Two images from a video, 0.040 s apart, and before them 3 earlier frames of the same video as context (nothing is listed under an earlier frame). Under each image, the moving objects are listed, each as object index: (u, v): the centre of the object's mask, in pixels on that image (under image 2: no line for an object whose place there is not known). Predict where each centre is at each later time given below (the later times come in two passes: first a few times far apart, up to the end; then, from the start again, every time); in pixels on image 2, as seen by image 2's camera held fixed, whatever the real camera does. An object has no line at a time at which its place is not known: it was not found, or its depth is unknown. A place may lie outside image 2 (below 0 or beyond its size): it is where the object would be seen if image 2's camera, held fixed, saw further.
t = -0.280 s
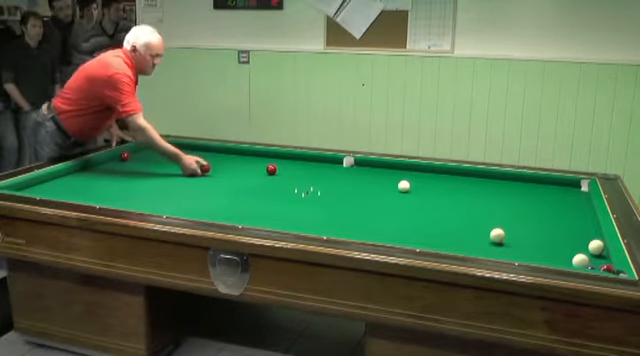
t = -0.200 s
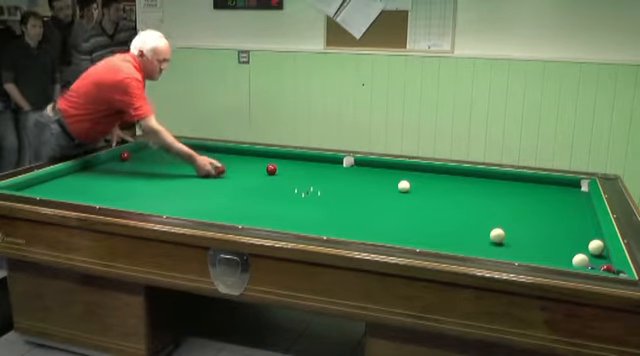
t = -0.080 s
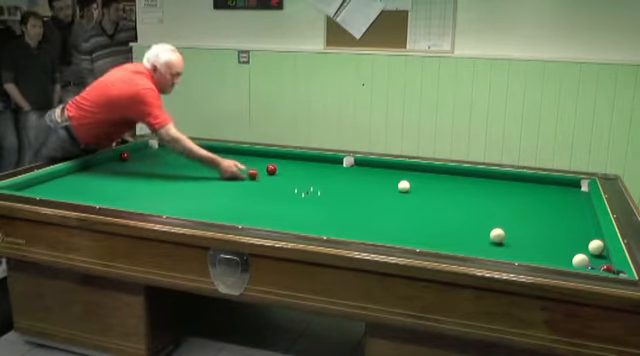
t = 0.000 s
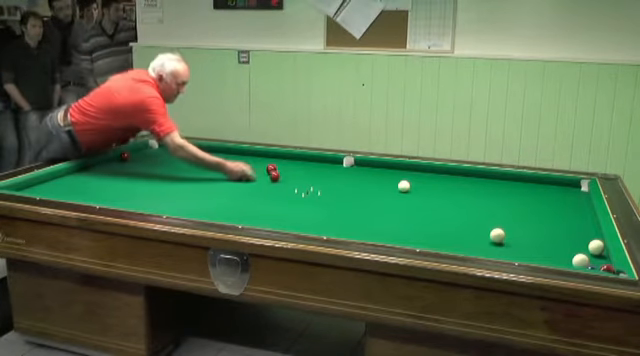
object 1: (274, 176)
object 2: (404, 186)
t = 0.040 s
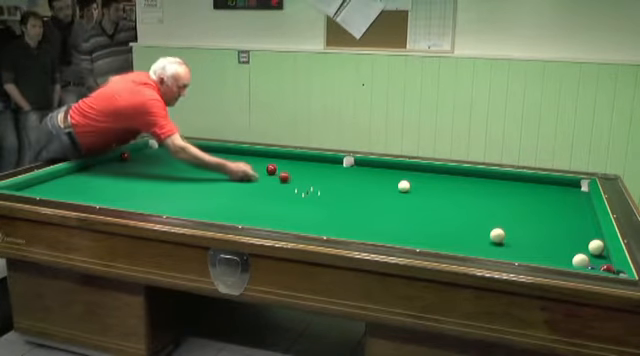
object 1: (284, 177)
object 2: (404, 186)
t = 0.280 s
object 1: (341, 182)
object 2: (404, 186)
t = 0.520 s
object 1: (392, 186)
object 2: (409, 186)
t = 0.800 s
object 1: (407, 191)
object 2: (458, 187)
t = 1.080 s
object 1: (428, 196)
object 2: (500, 188)
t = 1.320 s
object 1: (446, 201)
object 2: (534, 189)
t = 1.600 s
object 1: (468, 206)
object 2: (572, 189)
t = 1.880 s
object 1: (490, 211)
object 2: (565, 186)
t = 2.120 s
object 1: (509, 216)
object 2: (546, 183)
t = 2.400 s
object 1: (531, 221)
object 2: (525, 178)
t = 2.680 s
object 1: (553, 227)
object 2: (508, 178)
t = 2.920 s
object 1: (572, 232)
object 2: (493, 177)
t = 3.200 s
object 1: (593, 235)
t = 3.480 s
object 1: (585, 237)
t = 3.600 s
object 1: (581, 238)
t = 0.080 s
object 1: (294, 178)
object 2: (403, 186)
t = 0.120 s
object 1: (304, 179)
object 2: (404, 186)
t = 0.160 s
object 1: (313, 179)
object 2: (404, 186)
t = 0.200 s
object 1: (322, 180)
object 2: (404, 186)
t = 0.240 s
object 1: (332, 181)
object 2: (404, 186)
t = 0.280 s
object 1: (341, 182)
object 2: (404, 186)
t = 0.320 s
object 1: (351, 183)
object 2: (404, 186)
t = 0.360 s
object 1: (360, 183)
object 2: (404, 186)
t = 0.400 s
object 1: (369, 184)
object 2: (404, 186)
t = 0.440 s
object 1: (379, 185)
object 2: (404, 186)
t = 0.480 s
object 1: (388, 185)
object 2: (404, 186)
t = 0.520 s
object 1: (392, 186)
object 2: (409, 186)
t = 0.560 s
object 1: (393, 187)
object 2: (417, 186)
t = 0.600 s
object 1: (394, 187)
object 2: (425, 186)
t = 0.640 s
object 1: (396, 188)
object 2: (433, 186)
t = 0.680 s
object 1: (399, 189)
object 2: (440, 187)
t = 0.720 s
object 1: (401, 189)
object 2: (446, 187)
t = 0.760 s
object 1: (404, 190)
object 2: (452, 187)
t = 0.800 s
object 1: (407, 191)
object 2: (458, 187)
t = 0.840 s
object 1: (410, 191)
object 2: (464, 187)
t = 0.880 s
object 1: (413, 192)
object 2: (470, 187)
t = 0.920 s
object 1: (416, 193)
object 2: (476, 187)
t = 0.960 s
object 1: (419, 194)
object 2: (482, 188)
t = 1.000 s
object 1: (422, 194)
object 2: (488, 187)
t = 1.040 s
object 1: (425, 195)
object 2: (494, 188)
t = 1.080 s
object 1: (428, 196)
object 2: (500, 188)
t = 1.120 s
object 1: (431, 197)
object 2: (505, 188)
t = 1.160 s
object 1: (435, 198)
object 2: (511, 188)
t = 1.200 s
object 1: (437, 199)
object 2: (517, 188)
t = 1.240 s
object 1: (440, 199)
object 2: (523, 188)
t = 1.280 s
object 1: (443, 200)
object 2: (529, 189)
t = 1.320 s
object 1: (446, 201)
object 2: (534, 189)
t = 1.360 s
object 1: (449, 201)
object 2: (540, 189)
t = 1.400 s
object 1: (453, 202)
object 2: (545, 189)
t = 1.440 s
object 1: (455, 202)
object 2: (551, 189)
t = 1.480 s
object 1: (459, 203)
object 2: (556, 189)
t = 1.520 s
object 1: (462, 204)
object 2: (562, 190)
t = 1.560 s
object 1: (465, 205)
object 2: (567, 189)
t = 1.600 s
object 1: (468, 206)
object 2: (572, 189)
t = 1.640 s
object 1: (471, 206)
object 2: (577, 190)
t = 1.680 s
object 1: (474, 207)
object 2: (582, 190)
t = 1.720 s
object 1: (477, 208)
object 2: (578, 189)
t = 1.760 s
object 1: (481, 209)
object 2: (574, 188)
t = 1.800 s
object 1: (484, 210)
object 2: (571, 188)
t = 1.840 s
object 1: (486, 210)
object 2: (568, 187)
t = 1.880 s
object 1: (490, 211)
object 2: (565, 186)
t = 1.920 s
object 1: (493, 212)
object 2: (561, 186)
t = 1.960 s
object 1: (496, 213)
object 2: (558, 185)
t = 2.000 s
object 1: (499, 213)
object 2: (555, 185)
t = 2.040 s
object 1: (502, 214)
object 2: (552, 184)
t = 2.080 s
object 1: (505, 215)
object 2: (549, 183)
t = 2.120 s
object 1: (509, 216)
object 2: (546, 183)
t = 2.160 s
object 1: (512, 217)
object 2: (543, 182)
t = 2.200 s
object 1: (515, 218)
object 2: (540, 181)
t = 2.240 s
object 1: (518, 218)
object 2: (537, 181)
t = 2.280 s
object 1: (521, 219)
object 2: (534, 180)
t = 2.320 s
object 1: (524, 220)
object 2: (531, 179)
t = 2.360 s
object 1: (528, 220)
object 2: (528, 179)
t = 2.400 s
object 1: (531, 221)
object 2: (525, 178)
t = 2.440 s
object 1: (534, 222)
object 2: (523, 178)
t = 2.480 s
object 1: (537, 223)
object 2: (520, 178)
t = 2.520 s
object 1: (540, 224)
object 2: (518, 178)
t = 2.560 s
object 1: (543, 224)
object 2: (515, 178)
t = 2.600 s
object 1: (547, 226)
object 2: (513, 178)
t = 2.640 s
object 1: (550, 226)
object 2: (510, 178)
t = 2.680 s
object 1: (553, 227)
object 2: (508, 178)
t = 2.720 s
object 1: (556, 228)
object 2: (505, 177)
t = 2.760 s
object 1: (559, 228)
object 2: (503, 177)
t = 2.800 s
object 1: (562, 229)
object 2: (500, 177)
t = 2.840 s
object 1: (566, 231)
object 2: (498, 177)
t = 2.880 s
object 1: (569, 231)
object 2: (495, 177)
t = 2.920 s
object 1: (572, 232)
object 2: (493, 177)
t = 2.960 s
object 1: (575, 233)
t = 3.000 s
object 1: (578, 234)
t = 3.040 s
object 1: (582, 234)
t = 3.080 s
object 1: (585, 235)
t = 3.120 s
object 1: (588, 235)
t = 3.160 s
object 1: (590, 235)
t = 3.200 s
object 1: (593, 235)
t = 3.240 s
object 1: (595, 235)
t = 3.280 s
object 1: (593, 235)
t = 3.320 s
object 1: (592, 236)
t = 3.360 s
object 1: (590, 236)
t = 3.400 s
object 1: (588, 236)
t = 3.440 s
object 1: (587, 237)
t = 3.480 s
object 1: (585, 237)
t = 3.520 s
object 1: (584, 238)
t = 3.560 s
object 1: (583, 238)
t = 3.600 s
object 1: (581, 238)
